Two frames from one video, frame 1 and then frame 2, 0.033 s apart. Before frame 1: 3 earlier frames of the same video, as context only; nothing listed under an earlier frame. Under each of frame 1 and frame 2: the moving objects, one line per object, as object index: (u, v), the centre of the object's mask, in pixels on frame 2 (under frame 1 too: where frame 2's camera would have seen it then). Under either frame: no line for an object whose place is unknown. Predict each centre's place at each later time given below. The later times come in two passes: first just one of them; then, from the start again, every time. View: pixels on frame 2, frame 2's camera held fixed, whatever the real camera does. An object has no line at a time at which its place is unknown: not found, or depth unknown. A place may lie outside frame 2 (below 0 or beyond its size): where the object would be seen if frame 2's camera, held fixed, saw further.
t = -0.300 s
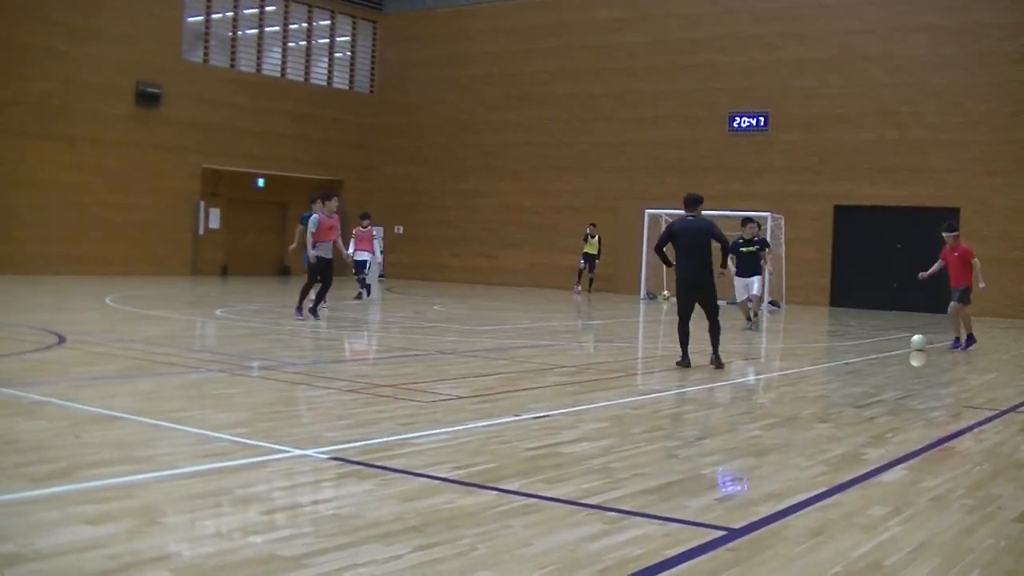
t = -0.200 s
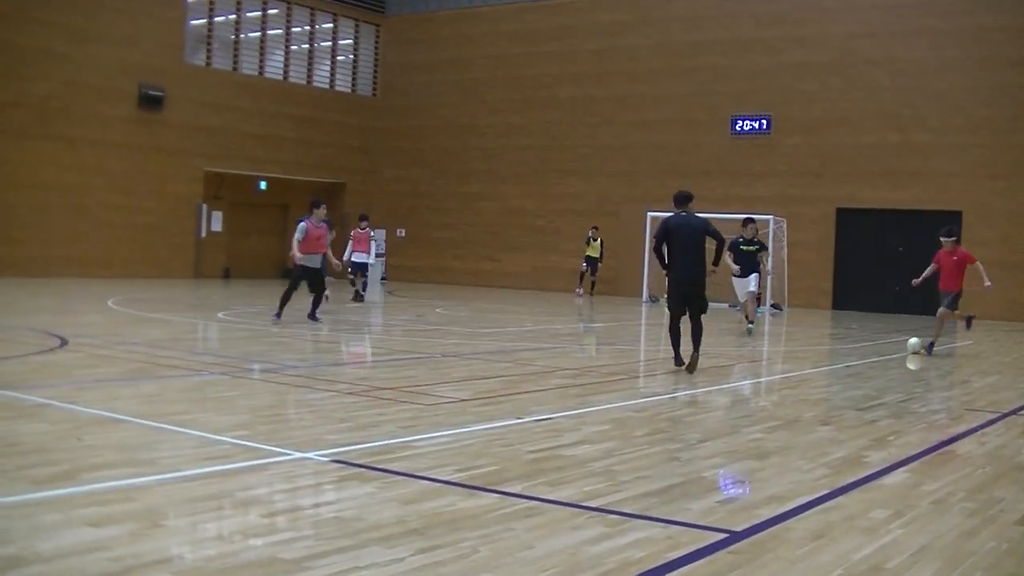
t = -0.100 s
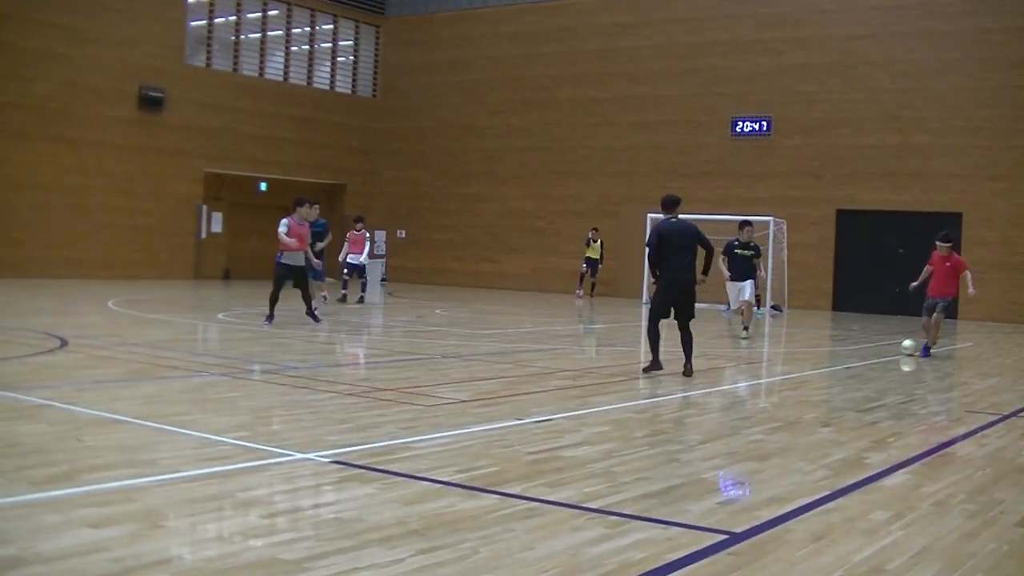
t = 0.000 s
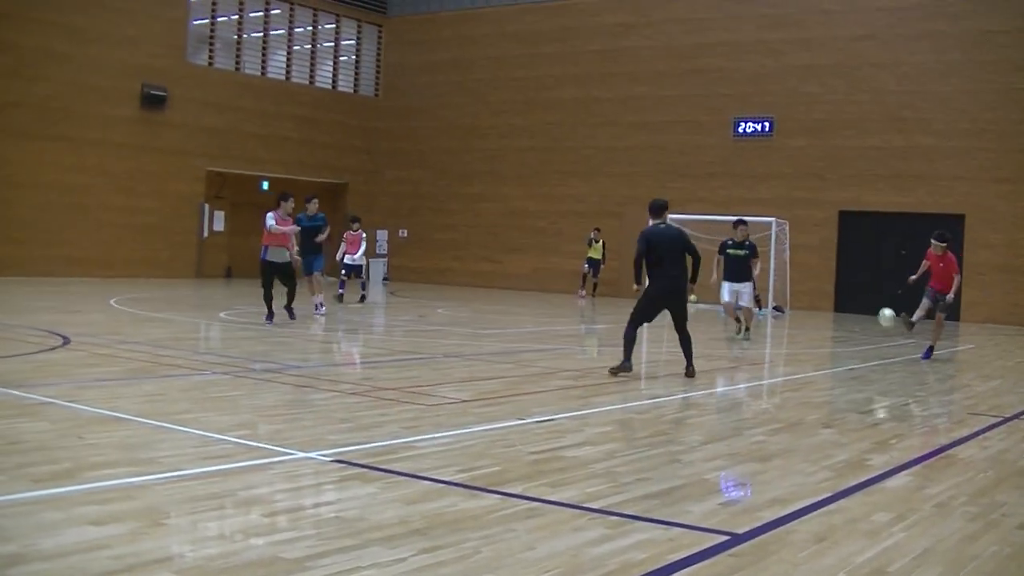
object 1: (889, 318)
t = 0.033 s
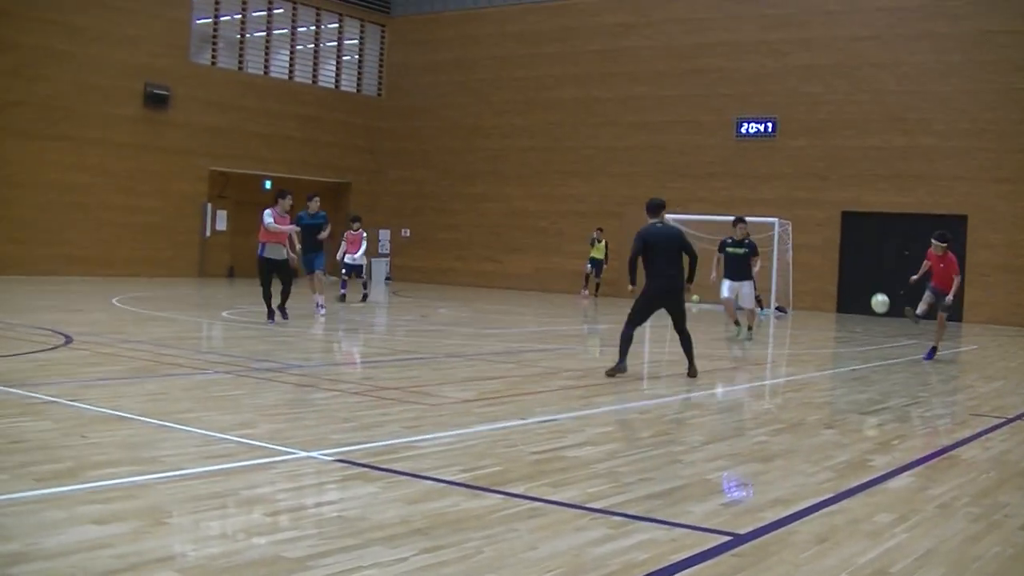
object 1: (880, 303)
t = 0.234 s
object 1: (822, 212)
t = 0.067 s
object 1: (872, 288)
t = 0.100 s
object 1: (863, 272)
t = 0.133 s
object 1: (853, 257)
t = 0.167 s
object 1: (845, 242)
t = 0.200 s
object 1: (834, 227)
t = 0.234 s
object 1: (822, 212)
